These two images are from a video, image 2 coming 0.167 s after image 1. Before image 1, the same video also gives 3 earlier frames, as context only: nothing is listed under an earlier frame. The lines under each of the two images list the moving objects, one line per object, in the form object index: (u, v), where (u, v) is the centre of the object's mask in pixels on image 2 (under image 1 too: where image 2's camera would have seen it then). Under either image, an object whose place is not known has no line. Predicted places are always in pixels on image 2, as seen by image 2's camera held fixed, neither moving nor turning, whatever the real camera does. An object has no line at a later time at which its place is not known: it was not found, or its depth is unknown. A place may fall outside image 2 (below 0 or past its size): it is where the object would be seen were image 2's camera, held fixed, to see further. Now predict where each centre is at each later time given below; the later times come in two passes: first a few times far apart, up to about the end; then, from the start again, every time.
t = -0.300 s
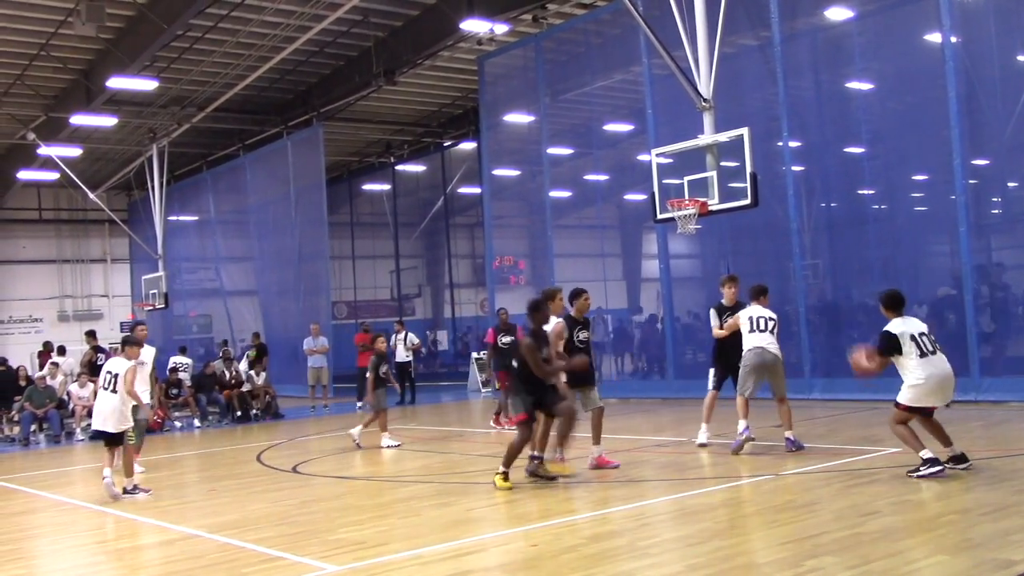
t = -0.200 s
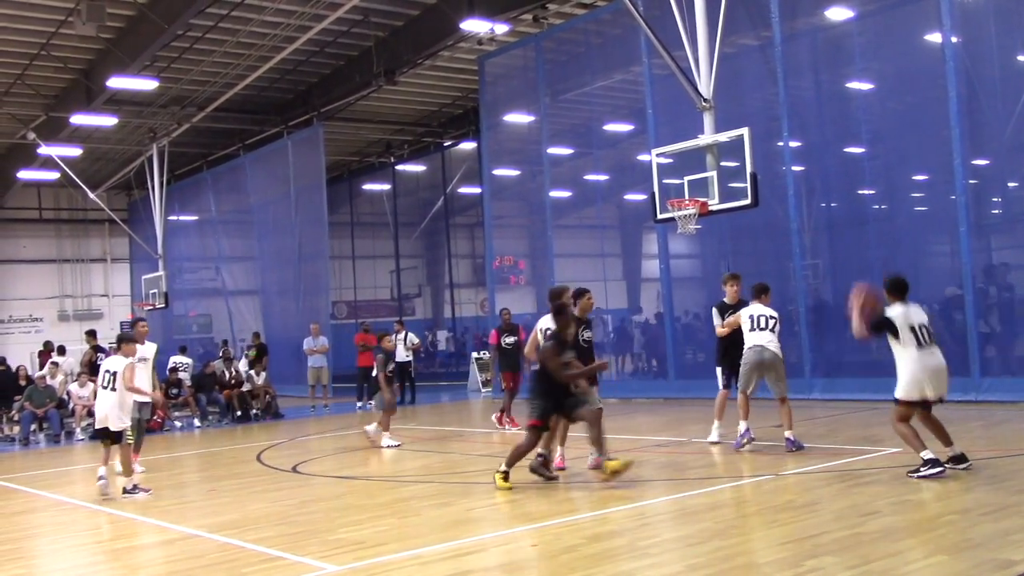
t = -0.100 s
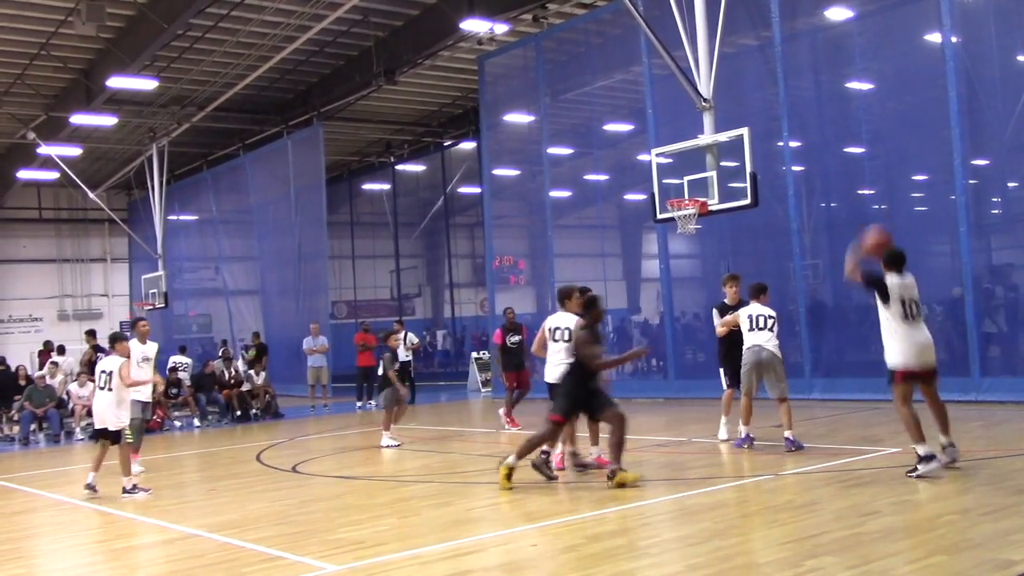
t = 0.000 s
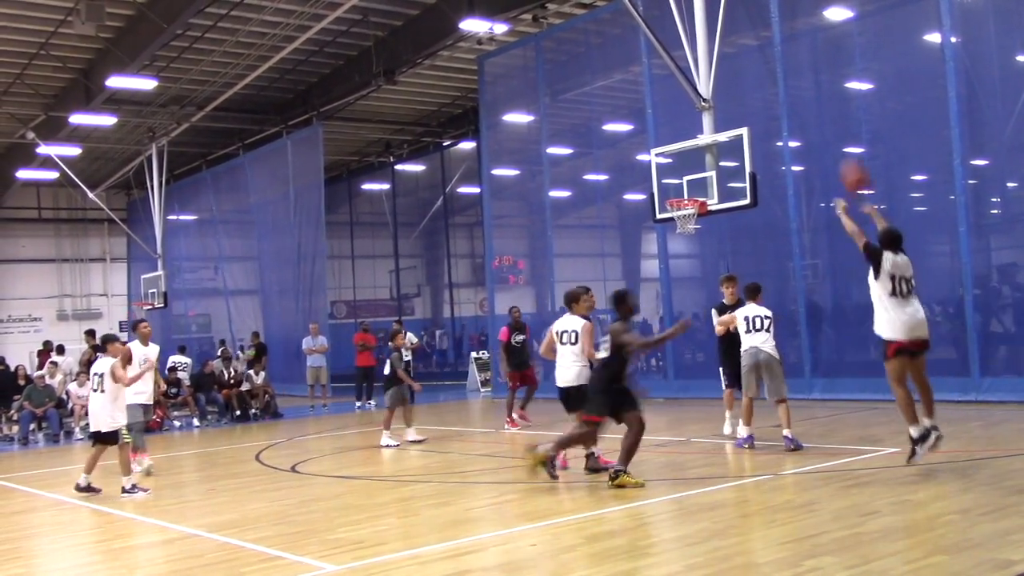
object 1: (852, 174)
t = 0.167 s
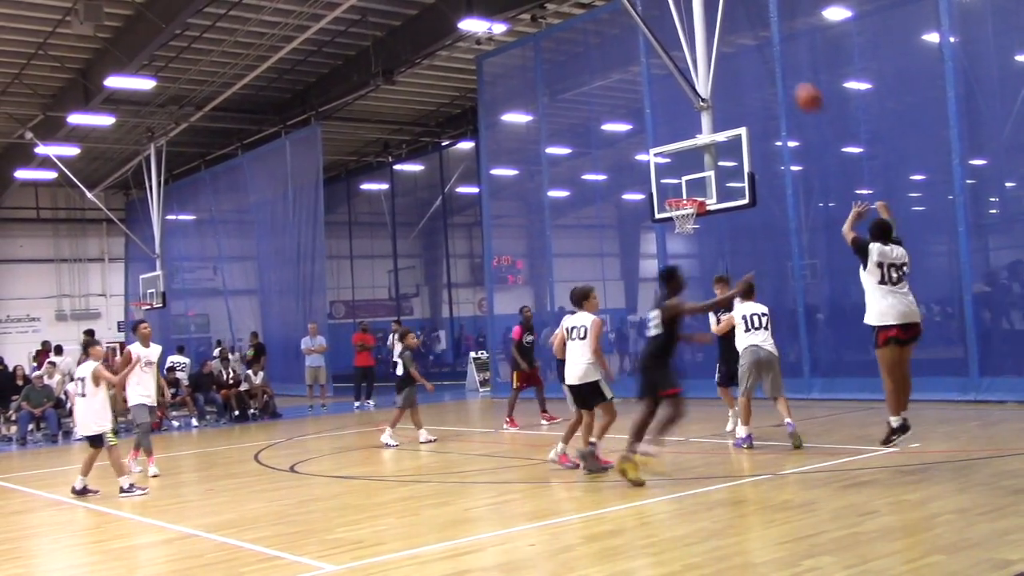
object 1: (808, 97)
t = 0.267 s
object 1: (786, 68)
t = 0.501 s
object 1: (745, 44)
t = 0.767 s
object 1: (713, 73)
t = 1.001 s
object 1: (690, 132)
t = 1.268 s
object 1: (683, 222)
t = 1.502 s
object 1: (695, 272)
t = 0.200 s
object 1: (800, 86)
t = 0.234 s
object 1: (793, 76)
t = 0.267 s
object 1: (786, 68)
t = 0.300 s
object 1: (779, 62)
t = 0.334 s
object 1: (772, 56)
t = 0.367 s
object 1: (766, 51)
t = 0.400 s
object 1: (760, 48)
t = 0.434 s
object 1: (755, 45)
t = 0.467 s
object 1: (750, 44)
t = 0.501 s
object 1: (745, 44)
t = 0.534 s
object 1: (740, 44)
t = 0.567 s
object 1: (735, 46)
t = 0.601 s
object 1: (731, 48)
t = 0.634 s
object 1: (728, 51)
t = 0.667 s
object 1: (724, 55)
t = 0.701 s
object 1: (720, 60)
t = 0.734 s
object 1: (716, 66)
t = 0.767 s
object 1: (713, 73)
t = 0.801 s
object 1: (710, 78)
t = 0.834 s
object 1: (705, 87)
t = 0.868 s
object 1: (702, 95)
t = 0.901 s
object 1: (699, 104)
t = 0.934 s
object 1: (696, 112)
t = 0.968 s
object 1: (693, 122)
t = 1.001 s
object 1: (690, 132)
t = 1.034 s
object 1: (689, 143)
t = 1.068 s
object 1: (687, 157)
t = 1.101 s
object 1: (685, 167)
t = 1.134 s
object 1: (682, 180)
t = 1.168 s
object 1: (679, 191)
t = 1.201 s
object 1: (679, 207)
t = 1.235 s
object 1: (679, 212)
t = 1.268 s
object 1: (683, 222)
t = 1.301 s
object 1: (685, 227)
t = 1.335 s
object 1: (686, 233)
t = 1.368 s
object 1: (688, 239)
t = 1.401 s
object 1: (690, 247)
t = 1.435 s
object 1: (692, 254)
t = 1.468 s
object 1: (693, 263)
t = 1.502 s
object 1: (695, 272)
